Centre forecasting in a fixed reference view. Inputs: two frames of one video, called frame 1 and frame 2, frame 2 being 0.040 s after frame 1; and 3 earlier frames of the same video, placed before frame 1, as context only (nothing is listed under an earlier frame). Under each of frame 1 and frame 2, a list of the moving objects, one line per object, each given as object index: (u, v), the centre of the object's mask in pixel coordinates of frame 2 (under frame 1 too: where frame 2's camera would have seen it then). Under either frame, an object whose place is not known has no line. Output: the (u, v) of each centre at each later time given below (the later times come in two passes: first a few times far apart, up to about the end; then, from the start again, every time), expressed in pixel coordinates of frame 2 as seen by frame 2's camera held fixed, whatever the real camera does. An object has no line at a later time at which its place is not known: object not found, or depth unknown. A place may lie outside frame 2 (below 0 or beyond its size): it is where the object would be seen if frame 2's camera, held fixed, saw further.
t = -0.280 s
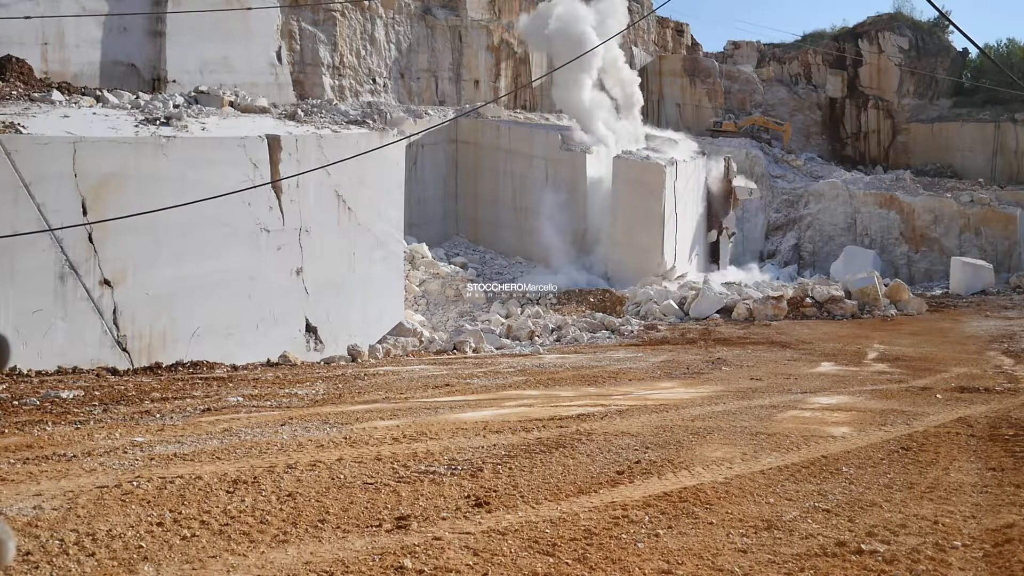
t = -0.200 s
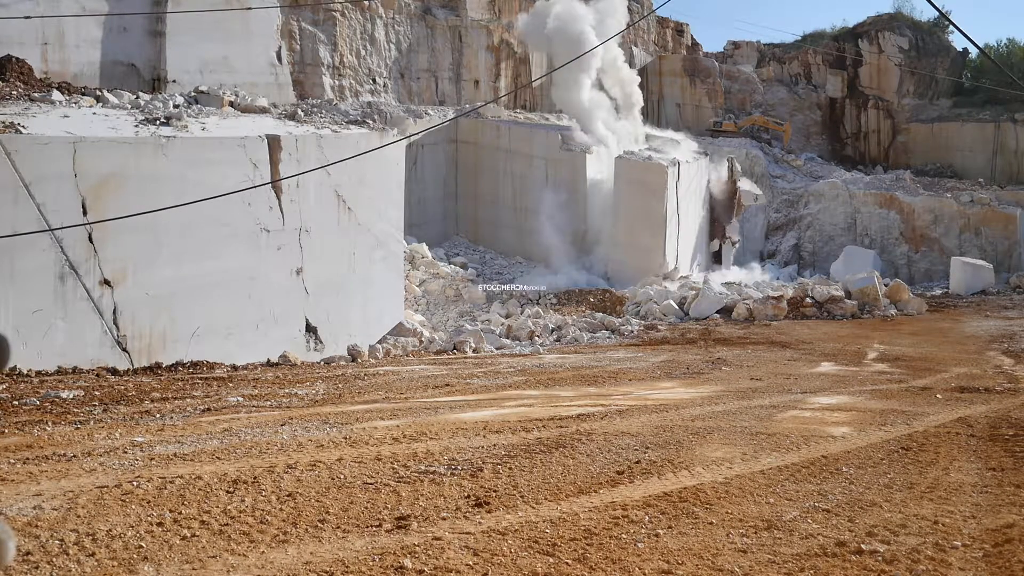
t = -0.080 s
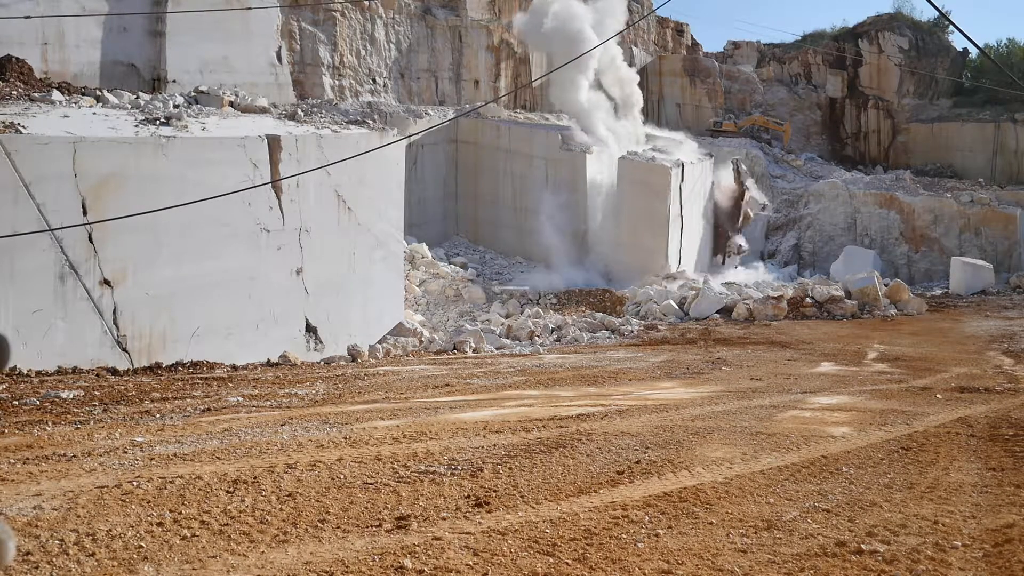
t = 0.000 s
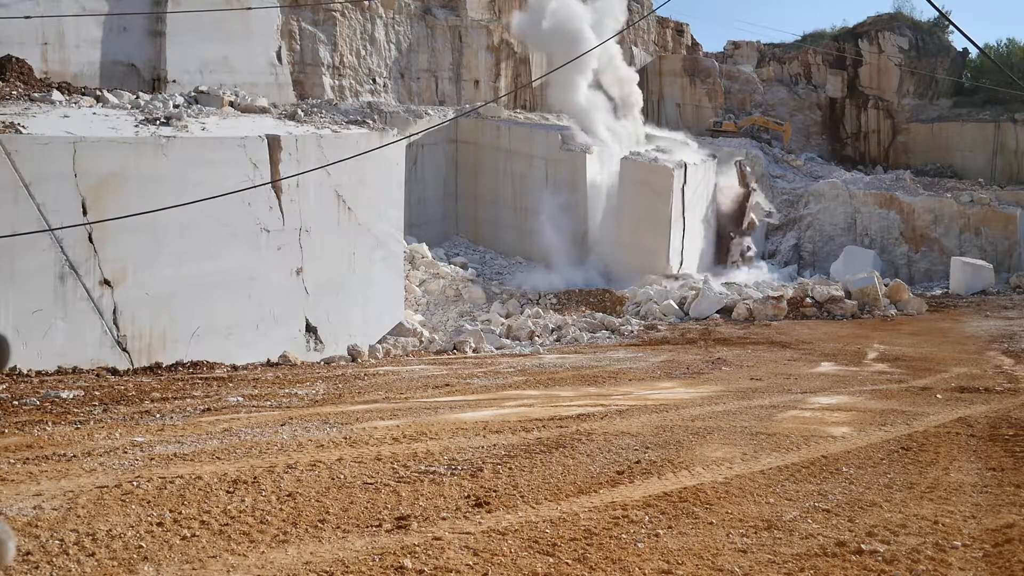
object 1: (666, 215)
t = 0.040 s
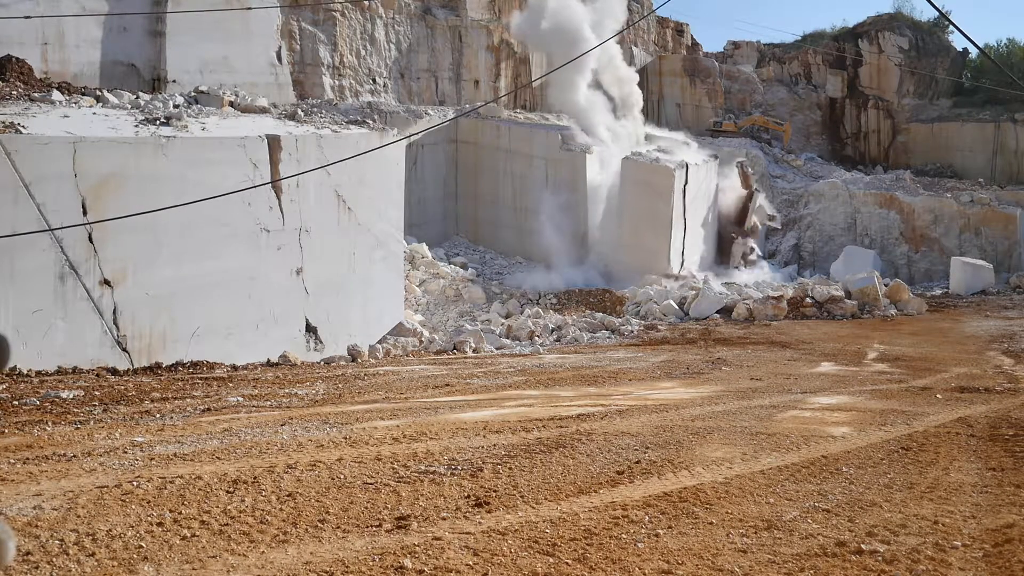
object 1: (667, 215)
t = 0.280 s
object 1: (674, 215)
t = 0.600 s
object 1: (682, 215)
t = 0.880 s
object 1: (689, 216)
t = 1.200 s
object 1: (695, 217)
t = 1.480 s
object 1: (700, 218)
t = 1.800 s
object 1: (706, 221)
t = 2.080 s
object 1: (708, 224)
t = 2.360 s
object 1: (708, 227)
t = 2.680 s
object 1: (702, 232)
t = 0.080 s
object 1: (669, 214)
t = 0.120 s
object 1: (669, 215)
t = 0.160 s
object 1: (671, 214)
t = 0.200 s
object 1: (672, 214)
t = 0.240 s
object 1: (673, 215)
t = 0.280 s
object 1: (674, 215)
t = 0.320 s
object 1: (675, 214)
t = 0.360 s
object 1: (676, 214)
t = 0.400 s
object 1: (677, 214)
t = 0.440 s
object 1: (678, 215)
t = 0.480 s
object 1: (679, 215)
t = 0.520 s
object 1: (680, 215)
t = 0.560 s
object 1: (681, 215)
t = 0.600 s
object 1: (682, 215)
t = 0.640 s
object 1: (684, 215)
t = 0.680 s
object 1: (685, 215)
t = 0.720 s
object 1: (686, 215)
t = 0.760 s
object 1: (686, 215)
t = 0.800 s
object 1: (687, 215)
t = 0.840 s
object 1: (687, 216)
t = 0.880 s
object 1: (689, 216)
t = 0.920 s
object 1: (689, 216)
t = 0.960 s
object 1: (690, 216)
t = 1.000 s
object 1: (691, 217)
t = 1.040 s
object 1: (692, 216)
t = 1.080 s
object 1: (693, 217)
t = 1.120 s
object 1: (694, 217)
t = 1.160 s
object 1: (694, 217)
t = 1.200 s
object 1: (695, 217)
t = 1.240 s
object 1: (696, 217)
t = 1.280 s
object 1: (696, 217)
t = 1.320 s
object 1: (697, 217)
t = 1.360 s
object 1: (698, 217)
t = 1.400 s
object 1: (699, 217)
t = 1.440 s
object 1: (699, 218)
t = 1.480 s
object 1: (700, 218)
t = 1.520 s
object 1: (701, 219)
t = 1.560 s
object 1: (702, 219)
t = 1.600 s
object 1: (703, 220)
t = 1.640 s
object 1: (703, 220)
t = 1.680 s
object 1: (705, 220)
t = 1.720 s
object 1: (705, 221)
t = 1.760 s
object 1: (706, 221)
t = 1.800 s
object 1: (706, 221)
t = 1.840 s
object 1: (706, 222)
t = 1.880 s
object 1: (704, 223)
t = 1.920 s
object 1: (714, 217)
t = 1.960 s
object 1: (705, 223)
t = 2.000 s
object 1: (706, 224)
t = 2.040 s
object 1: (706, 224)
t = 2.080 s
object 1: (708, 224)
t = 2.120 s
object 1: (708, 224)
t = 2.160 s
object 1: (710, 224)
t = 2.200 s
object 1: (708, 225)
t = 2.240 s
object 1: (708, 226)
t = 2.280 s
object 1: (708, 225)
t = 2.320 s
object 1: (709, 226)
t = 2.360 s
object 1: (708, 227)
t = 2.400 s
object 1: (708, 227)
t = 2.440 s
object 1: (708, 228)
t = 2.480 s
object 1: (708, 228)
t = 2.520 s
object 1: (709, 228)
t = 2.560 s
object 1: (705, 230)
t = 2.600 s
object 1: (702, 232)
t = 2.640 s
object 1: (709, 231)
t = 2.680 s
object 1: (702, 232)
